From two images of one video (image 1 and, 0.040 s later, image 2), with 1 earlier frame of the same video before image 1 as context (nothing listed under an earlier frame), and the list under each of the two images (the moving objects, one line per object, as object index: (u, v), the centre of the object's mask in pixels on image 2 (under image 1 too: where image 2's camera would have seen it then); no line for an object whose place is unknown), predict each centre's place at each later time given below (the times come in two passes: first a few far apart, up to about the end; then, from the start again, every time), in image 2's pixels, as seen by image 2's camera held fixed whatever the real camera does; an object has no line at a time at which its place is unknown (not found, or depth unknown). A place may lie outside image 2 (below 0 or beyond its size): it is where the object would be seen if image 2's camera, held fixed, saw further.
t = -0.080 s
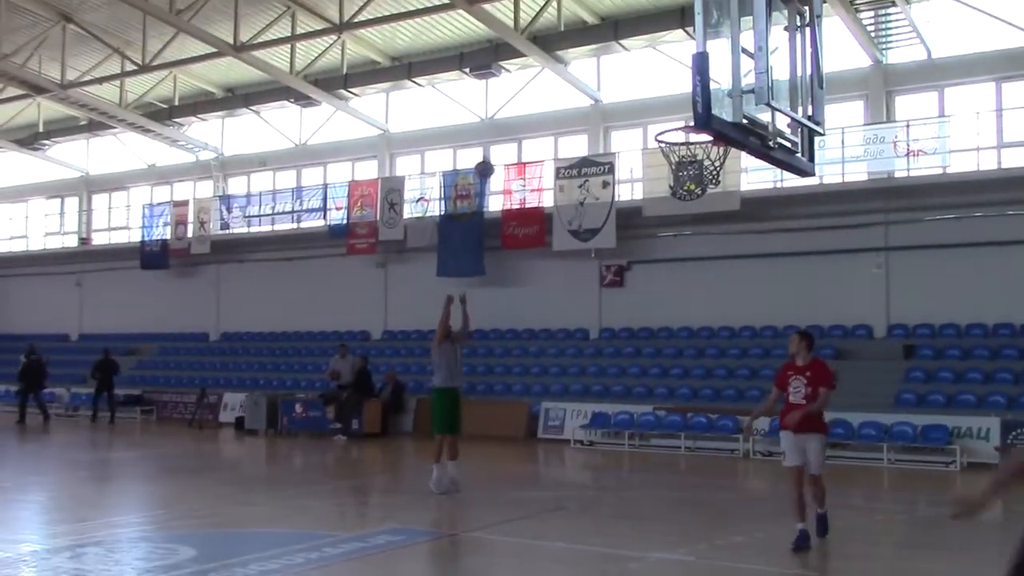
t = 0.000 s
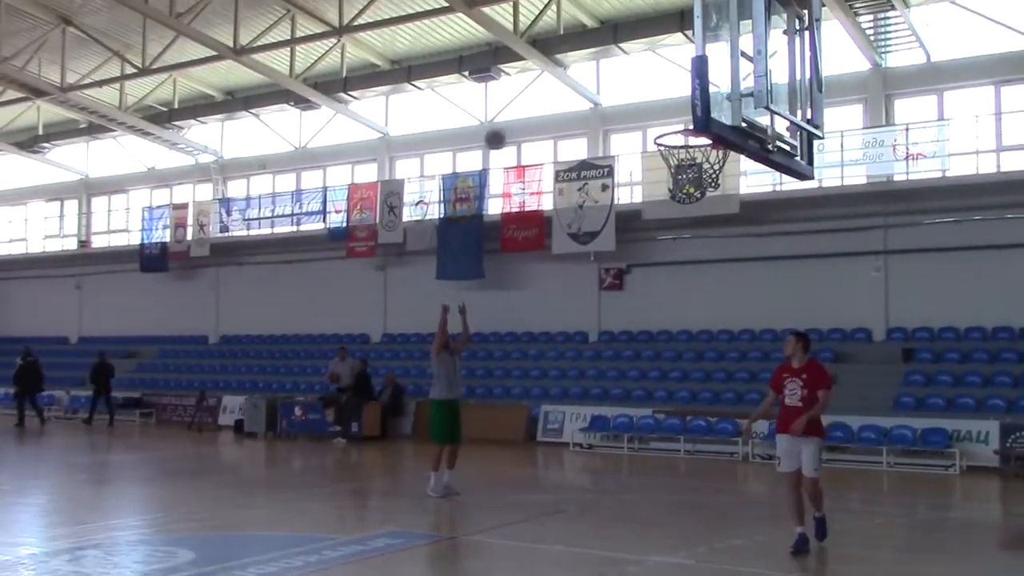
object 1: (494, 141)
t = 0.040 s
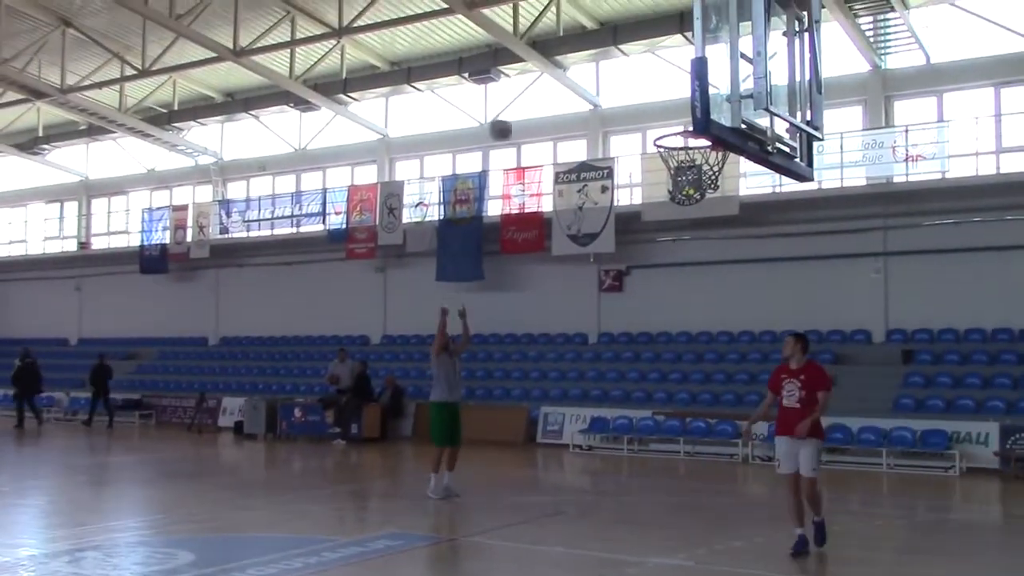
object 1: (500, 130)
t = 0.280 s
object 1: (542, 65)
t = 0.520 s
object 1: (596, 53)
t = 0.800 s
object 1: (692, 149)
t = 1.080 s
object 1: (746, 226)
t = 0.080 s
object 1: (507, 116)
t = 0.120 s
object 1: (513, 103)
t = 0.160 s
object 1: (520, 92)
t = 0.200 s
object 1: (527, 81)
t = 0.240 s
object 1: (535, 72)
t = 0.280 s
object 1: (542, 65)
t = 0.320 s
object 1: (551, 60)
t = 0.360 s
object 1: (559, 56)
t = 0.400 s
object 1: (566, 51)
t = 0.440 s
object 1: (576, 51)
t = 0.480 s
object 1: (586, 53)
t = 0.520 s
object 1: (596, 53)
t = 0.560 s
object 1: (607, 58)
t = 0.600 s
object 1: (618, 66)
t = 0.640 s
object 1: (631, 78)
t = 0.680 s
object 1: (643, 93)
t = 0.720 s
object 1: (657, 109)
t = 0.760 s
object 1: (671, 126)
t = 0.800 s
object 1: (692, 149)
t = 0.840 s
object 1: (715, 166)
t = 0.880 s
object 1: (724, 172)
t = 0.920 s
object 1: (729, 178)
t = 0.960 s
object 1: (733, 187)
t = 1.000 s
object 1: (737, 198)
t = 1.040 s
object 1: (742, 210)
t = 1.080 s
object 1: (746, 226)
